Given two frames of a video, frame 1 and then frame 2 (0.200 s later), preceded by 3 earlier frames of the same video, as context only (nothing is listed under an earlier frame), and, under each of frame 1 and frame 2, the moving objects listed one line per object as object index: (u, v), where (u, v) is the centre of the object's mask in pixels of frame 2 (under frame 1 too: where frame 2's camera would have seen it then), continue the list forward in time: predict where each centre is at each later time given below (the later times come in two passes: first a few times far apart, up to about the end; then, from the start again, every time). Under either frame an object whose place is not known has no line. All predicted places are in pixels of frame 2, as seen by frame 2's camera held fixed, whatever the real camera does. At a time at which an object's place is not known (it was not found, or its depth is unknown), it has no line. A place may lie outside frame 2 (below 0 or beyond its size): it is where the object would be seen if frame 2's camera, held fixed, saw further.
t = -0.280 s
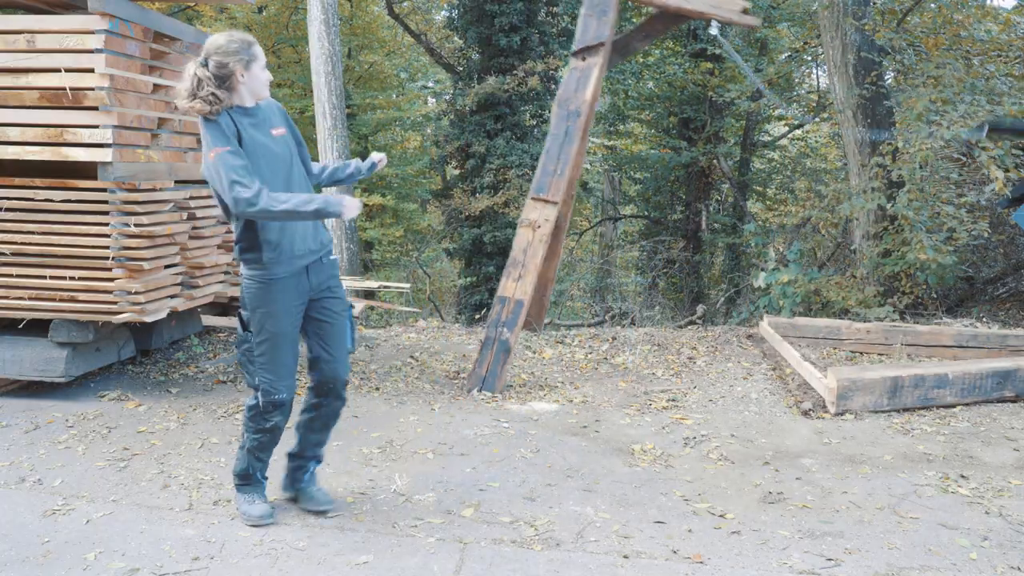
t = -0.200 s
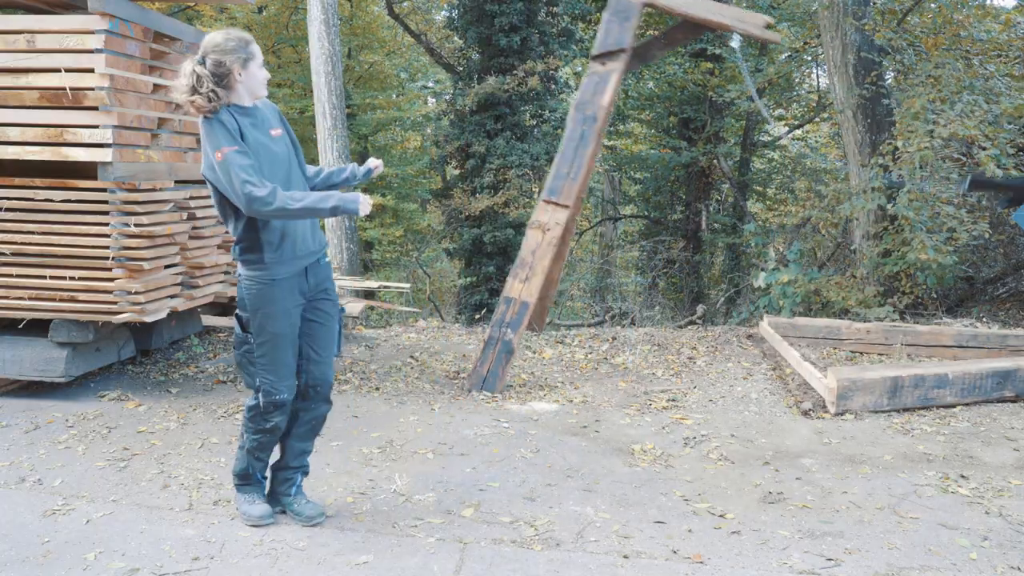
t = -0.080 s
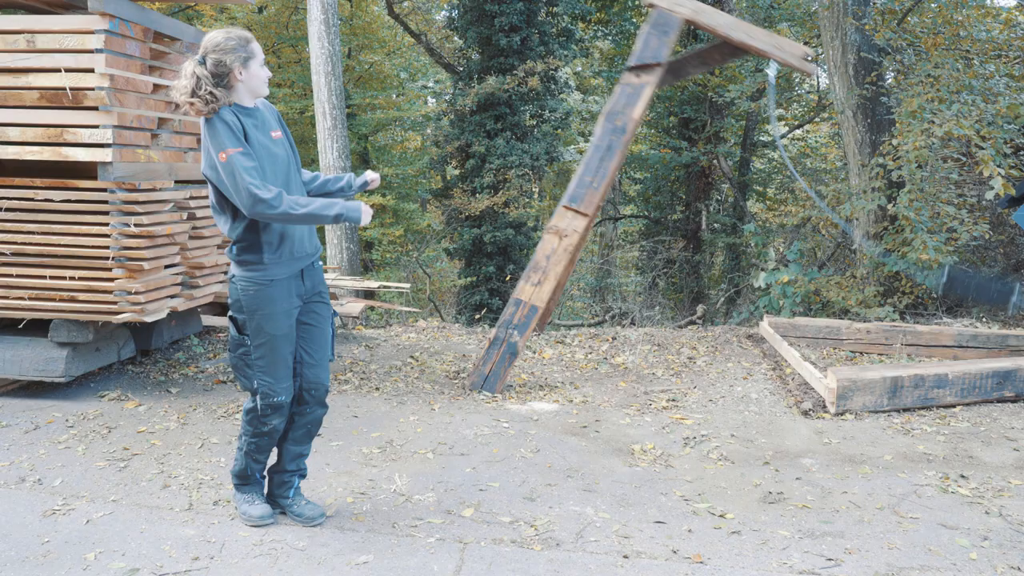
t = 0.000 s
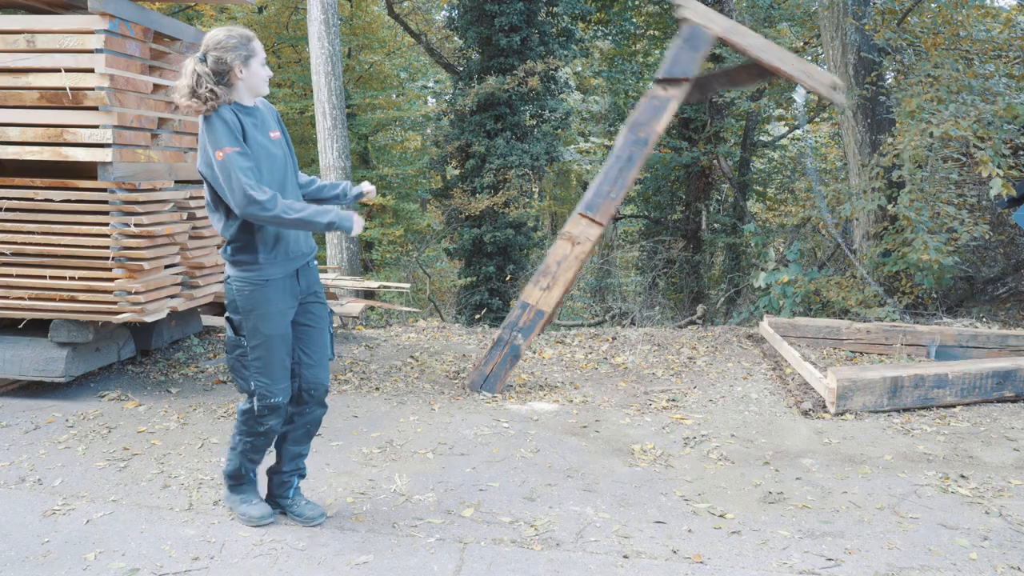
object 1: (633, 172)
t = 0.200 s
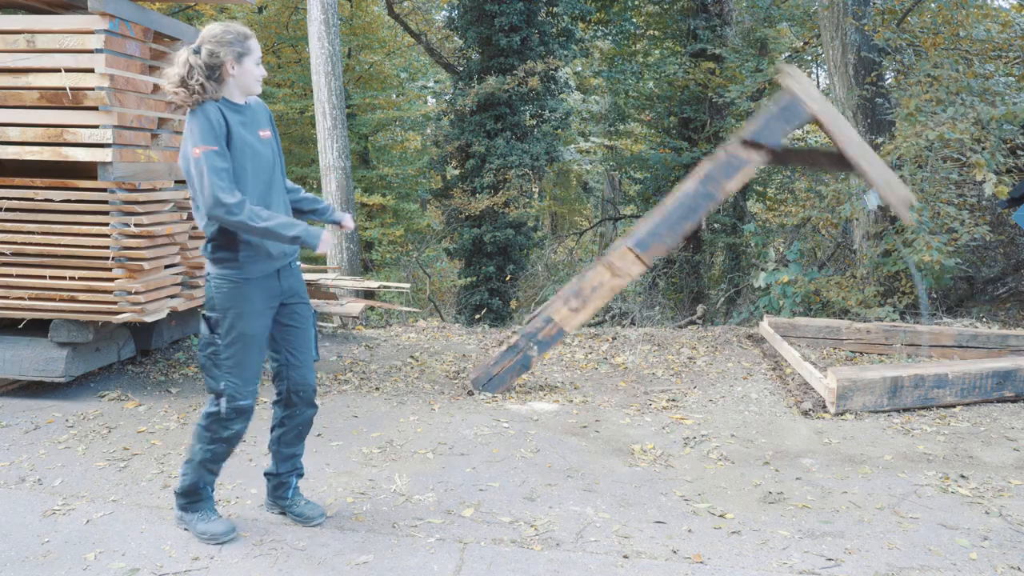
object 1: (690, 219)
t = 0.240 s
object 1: (700, 237)
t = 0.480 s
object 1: (688, 304)
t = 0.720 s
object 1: (711, 309)
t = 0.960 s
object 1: (729, 306)
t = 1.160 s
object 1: (723, 303)
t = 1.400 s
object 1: (731, 306)
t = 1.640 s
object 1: (723, 303)
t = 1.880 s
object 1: (739, 303)
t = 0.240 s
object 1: (700, 237)
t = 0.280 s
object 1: (666, 267)
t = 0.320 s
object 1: (679, 282)
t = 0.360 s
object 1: (692, 298)
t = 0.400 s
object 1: (691, 310)
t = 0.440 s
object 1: (690, 306)
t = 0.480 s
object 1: (688, 304)
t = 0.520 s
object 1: (724, 298)
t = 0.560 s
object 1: (686, 306)
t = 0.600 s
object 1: (687, 309)
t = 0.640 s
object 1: (687, 310)
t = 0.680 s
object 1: (688, 310)
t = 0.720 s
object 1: (711, 309)
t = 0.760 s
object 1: (694, 307)
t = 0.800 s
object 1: (725, 307)
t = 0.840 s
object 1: (727, 306)
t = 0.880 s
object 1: (728, 306)
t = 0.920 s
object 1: (729, 306)
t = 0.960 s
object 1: (729, 306)
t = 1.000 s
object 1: (729, 306)
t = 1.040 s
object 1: (730, 306)
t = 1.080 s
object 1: (723, 302)
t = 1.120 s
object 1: (723, 303)
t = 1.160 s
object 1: (723, 303)
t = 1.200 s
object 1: (723, 303)
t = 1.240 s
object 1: (723, 303)
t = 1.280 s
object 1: (723, 303)
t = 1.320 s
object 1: (723, 303)
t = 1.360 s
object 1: (730, 306)
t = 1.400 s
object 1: (731, 306)
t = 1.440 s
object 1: (732, 306)
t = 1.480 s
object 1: (733, 306)
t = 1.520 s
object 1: (734, 306)
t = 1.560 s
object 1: (731, 306)
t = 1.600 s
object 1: (730, 306)
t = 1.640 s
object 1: (723, 303)
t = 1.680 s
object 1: (730, 306)
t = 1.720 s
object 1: (739, 304)
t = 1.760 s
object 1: (739, 304)
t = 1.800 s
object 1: (740, 304)
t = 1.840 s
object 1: (740, 304)
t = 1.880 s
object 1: (739, 303)
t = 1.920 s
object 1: (738, 303)
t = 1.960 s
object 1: (736, 303)
